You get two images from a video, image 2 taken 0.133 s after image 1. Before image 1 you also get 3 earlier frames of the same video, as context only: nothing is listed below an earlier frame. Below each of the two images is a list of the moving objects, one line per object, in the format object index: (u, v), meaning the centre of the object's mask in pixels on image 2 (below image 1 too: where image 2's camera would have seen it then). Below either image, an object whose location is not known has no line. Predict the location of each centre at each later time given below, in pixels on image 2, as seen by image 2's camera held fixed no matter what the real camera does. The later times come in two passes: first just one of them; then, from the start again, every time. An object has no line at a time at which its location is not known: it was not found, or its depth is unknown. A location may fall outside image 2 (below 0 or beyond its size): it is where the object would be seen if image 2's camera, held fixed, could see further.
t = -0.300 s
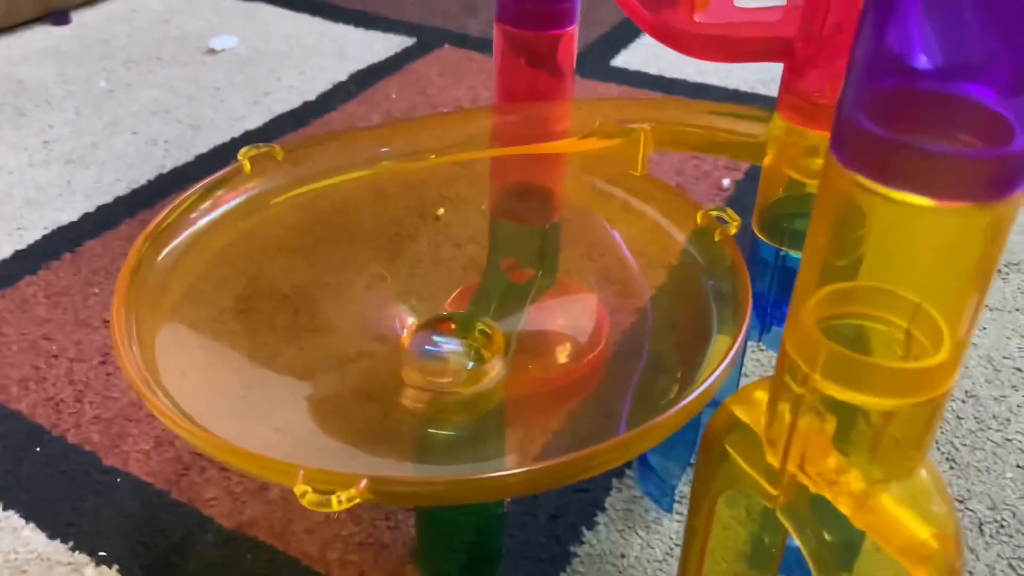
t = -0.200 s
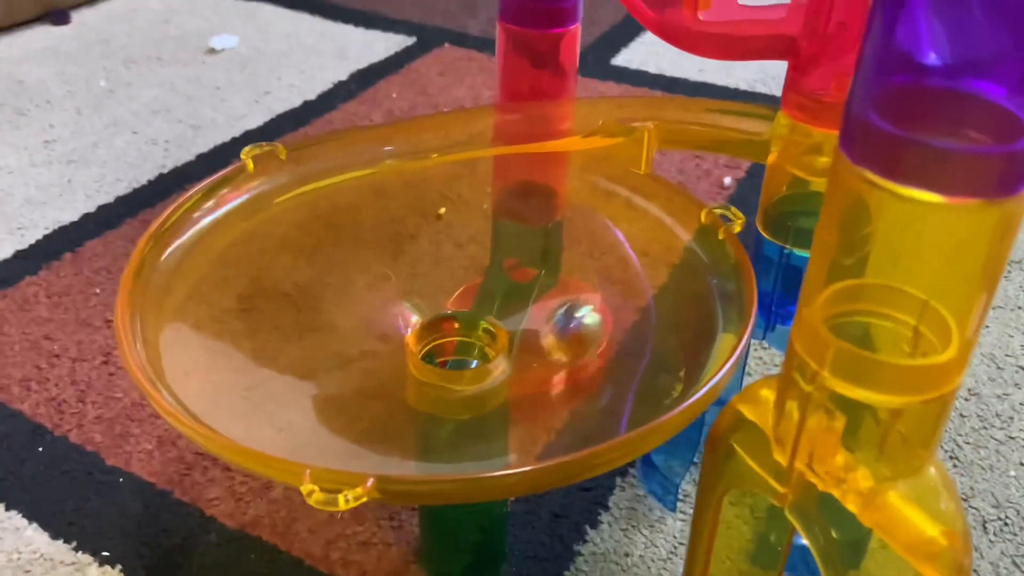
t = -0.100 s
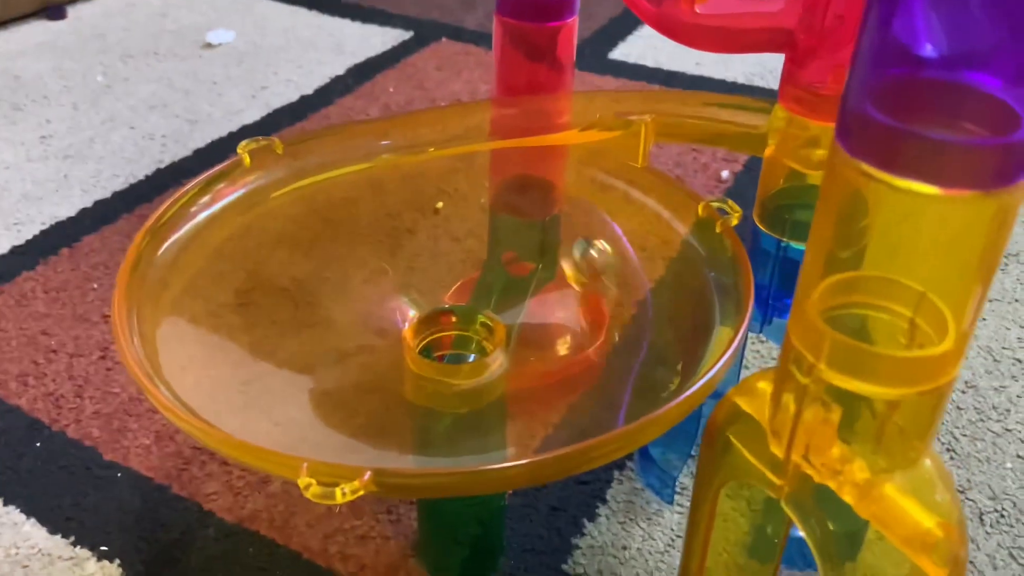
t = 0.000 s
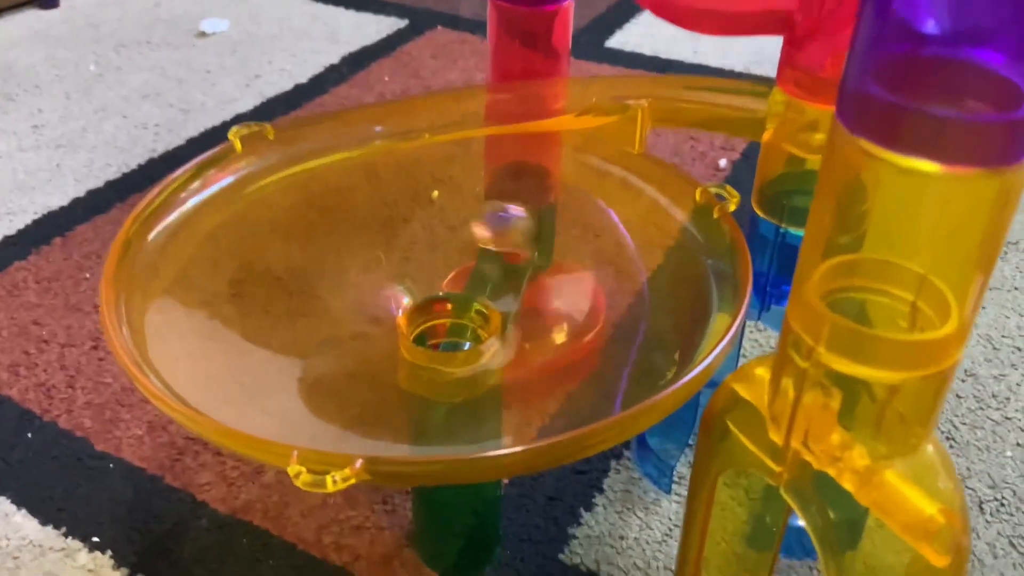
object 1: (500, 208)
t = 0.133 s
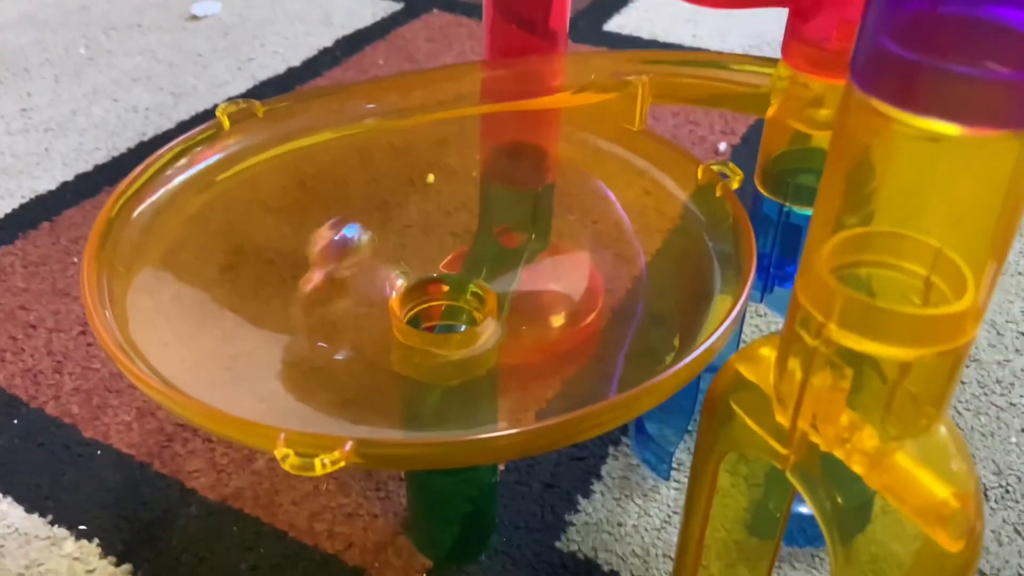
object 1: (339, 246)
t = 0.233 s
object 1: (350, 311)
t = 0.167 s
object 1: (321, 269)
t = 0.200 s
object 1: (324, 287)
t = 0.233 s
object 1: (350, 311)
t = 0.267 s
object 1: (380, 322)
